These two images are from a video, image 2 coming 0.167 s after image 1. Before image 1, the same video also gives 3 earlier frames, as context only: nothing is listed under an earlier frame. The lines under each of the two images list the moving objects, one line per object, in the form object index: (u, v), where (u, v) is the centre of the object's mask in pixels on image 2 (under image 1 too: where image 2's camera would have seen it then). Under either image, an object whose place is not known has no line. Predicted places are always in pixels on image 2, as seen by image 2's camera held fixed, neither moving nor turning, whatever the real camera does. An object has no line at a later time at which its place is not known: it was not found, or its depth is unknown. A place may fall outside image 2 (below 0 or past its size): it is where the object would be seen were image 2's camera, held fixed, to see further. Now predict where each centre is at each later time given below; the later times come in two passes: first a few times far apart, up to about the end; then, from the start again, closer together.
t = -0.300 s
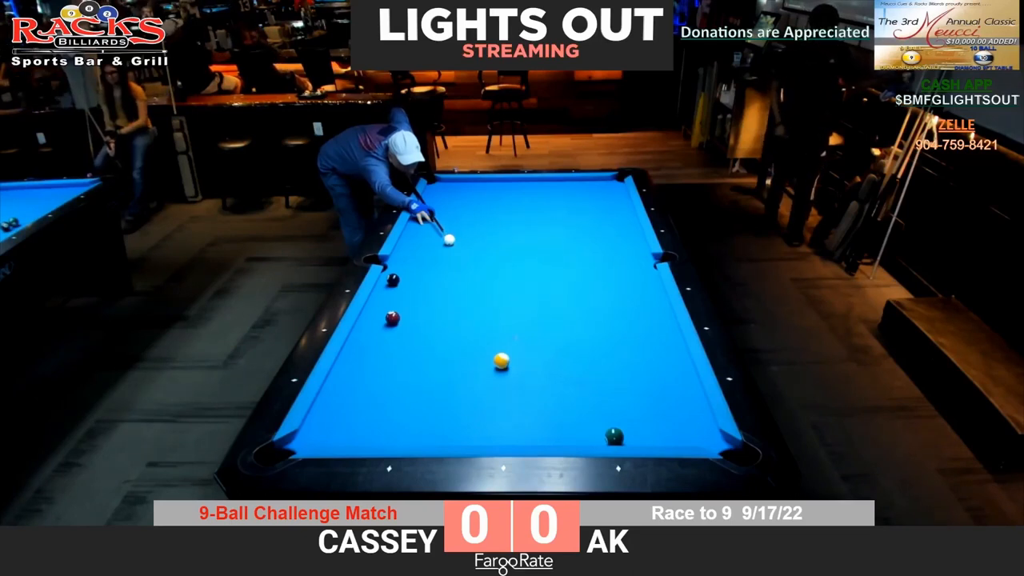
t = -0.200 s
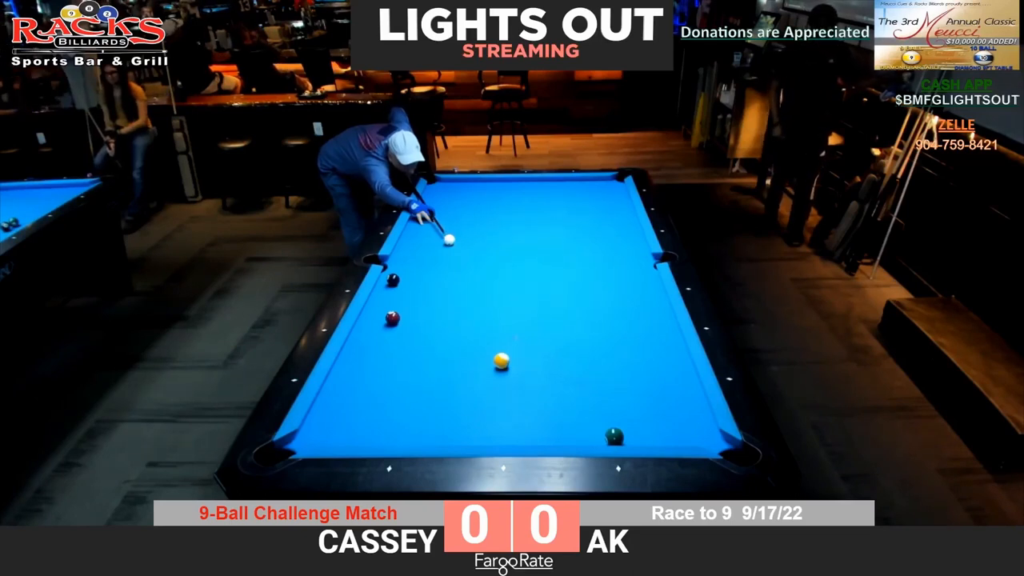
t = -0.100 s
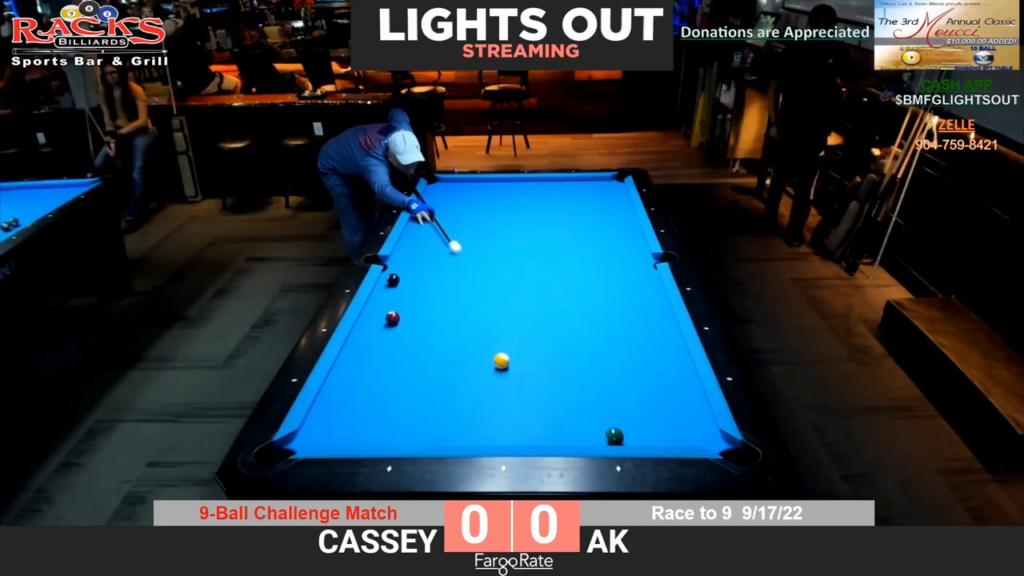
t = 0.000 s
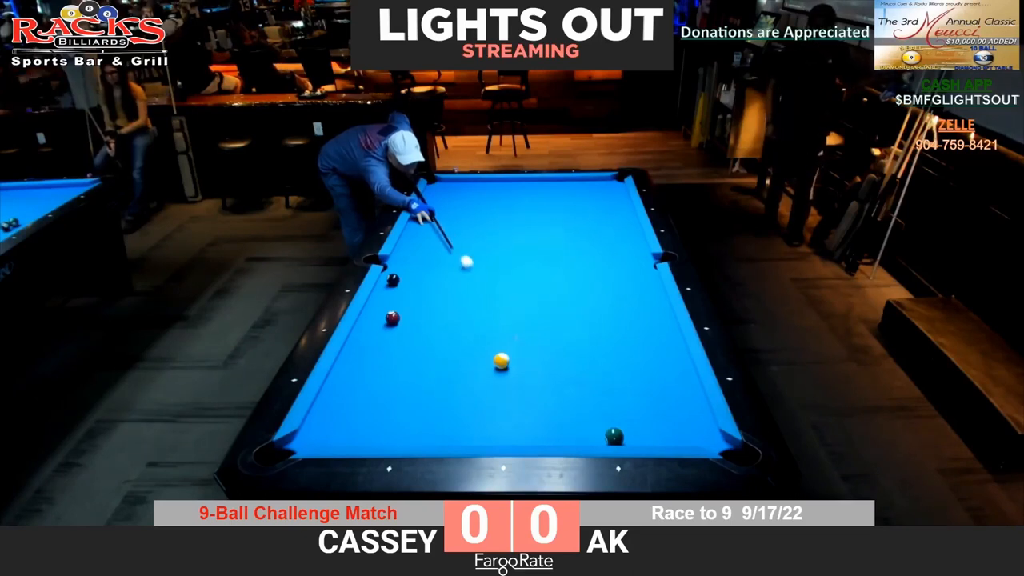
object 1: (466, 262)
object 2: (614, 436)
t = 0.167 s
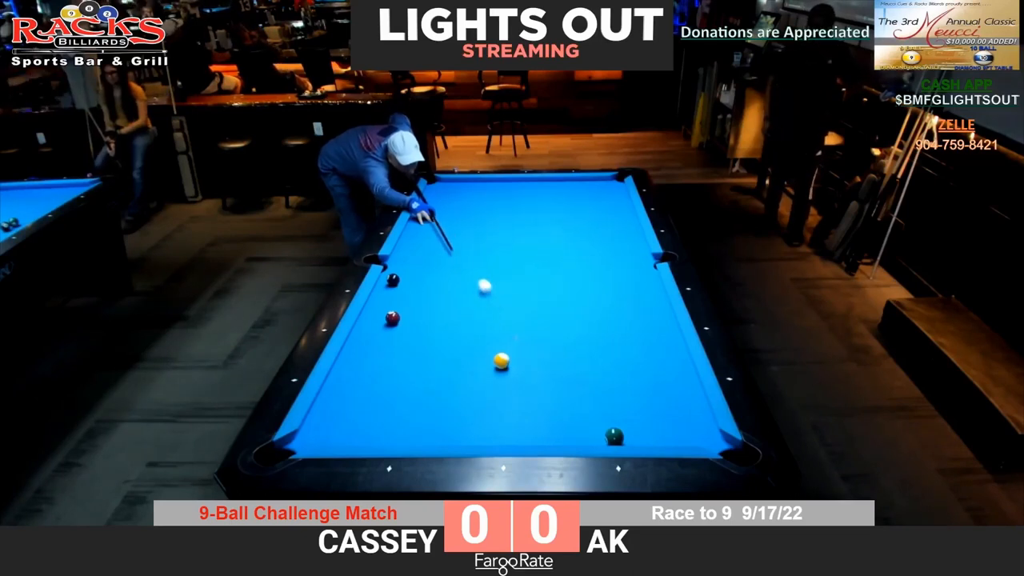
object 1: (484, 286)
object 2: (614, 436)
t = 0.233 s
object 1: (492, 297)
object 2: (614, 436)
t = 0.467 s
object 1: (525, 340)
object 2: (614, 436)
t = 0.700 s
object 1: (567, 397)
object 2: (614, 436)
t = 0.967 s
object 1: (588, 418)
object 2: (640, 438)
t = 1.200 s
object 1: (581, 381)
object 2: (677, 439)
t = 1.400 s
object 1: (576, 355)
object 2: (704, 440)
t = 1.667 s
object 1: (570, 326)
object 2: (721, 445)
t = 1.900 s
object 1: (566, 304)
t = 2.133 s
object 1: (563, 286)
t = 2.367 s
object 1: (560, 270)
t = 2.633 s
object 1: (556, 253)
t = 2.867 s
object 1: (554, 241)
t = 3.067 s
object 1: (552, 232)
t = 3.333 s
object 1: (550, 221)
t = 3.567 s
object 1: (549, 212)
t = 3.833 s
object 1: (548, 203)
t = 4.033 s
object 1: (547, 197)
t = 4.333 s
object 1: (545, 189)
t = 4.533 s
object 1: (544, 185)
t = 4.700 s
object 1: (544, 181)
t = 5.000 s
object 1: (543, 182)
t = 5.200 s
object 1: (542, 185)
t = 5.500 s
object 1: (542, 188)
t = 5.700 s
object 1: (542, 190)
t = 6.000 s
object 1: (541, 193)
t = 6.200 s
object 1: (541, 195)
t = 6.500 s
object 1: (542, 197)
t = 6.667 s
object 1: (542, 198)
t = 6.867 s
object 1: (542, 199)
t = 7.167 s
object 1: (542, 200)
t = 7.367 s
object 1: (541, 201)
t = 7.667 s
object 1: (541, 201)
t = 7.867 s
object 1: (541, 201)
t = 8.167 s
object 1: (541, 201)
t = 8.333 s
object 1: (541, 201)
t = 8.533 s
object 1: (541, 201)
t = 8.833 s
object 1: (541, 201)
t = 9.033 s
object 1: (541, 201)
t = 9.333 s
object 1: (541, 201)
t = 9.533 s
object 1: (541, 201)
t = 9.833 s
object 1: (541, 201)
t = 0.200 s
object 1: (488, 291)
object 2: (614, 436)
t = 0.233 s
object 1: (492, 297)
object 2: (614, 436)
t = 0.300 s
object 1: (501, 308)
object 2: (614, 436)
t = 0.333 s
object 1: (505, 314)
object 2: (614, 436)
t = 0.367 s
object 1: (510, 320)
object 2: (614, 436)
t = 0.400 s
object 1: (515, 327)
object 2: (614, 436)
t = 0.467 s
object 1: (525, 340)
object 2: (614, 436)
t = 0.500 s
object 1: (530, 348)
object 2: (614, 436)
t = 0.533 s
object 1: (536, 355)
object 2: (614, 436)
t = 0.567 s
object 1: (541, 363)
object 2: (614, 436)
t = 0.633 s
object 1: (553, 379)
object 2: (614, 436)
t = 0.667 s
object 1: (560, 388)
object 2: (614, 436)
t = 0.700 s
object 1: (567, 397)
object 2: (614, 436)
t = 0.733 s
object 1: (573, 406)
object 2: (614, 436)
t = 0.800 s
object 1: (588, 426)
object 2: (614, 436)
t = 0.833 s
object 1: (595, 435)
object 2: (616, 436)
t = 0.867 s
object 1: (593, 436)
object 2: (623, 437)
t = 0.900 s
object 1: (591, 430)
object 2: (629, 437)
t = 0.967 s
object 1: (588, 418)
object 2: (640, 438)
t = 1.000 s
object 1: (587, 413)
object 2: (645, 438)
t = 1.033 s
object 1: (586, 407)
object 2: (651, 438)
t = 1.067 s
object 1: (585, 401)
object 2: (657, 439)
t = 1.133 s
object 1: (583, 391)
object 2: (667, 439)
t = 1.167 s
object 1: (582, 386)
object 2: (673, 439)
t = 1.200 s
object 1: (581, 381)
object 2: (677, 439)
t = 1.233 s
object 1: (580, 377)
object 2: (682, 439)
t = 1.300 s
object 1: (579, 368)
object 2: (690, 439)
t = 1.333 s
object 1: (578, 363)
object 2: (695, 439)
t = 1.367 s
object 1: (577, 359)
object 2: (699, 439)
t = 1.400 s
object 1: (576, 355)
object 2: (704, 440)
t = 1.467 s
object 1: (575, 347)
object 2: (712, 441)
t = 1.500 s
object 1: (574, 343)
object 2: (716, 440)
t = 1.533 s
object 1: (573, 340)
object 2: (720, 441)
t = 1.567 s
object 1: (573, 336)
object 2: (720, 442)
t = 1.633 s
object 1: (571, 329)
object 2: (721, 444)
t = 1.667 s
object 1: (570, 326)
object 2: (721, 445)
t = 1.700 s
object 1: (570, 323)
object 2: (721, 446)
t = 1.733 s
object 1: (569, 319)
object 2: (722, 447)
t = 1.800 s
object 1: (568, 313)
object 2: (727, 454)
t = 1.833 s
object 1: (568, 310)
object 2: (730, 459)
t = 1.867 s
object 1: (567, 307)
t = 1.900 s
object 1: (566, 304)
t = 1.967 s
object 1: (565, 299)
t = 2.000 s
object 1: (565, 296)
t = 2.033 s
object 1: (564, 293)
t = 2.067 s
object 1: (564, 291)
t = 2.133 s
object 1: (563, 286)
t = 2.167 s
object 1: (562, 283)
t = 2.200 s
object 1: (562, 281)
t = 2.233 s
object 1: (562, 278)
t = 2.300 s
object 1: (561, 274)
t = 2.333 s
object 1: (560, 272)
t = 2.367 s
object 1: (560, 270)
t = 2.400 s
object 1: (559, 267)
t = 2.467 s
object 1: (559, 263)
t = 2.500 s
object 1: (558, 261)
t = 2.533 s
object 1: (558, 259)
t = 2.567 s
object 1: (557, 257)
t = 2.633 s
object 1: (556, 253)
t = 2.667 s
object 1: (556, 252)
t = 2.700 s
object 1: (556, 250)
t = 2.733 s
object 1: (556, 248)
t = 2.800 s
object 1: (555, 244)
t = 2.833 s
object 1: (554, 243)
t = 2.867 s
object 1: (554, 241)
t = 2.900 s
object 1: (554, 240)
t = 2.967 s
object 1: (553, 237)
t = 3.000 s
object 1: (553, 235)
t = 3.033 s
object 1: (552, 233)
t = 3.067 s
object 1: (552, 232)
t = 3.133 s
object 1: (552, 229)
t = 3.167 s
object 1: (551, 228)
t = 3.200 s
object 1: (551, 226)
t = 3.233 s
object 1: (551, 225)
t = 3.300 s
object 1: (550, 222)
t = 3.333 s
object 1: (550, 221)
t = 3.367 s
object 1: (550, 219)
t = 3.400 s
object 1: (550, 218)
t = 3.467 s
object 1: (550, 216)
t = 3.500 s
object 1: (549, 215)
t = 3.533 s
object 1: (549, 213)
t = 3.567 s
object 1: (549, 212)
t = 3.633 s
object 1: (549, 210)
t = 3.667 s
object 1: (549, 209)
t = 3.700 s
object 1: (548, 207)
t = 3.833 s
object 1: (548, 203)
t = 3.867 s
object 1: (548, 202)
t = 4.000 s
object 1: (547, 198)
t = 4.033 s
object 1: (547, 197)
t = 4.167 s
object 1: (546, 194)
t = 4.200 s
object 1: (546, 193)
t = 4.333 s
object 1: (545, 189)
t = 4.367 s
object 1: (545, 189)
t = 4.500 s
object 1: (545, 186)
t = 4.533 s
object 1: (544, 185)
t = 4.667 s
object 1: (544, 182)
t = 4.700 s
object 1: (544, 181)
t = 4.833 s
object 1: (543, 180)
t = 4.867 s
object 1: (543, 180)
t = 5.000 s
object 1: (543, 182)
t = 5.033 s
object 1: (543, 183)
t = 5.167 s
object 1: (542, 184)
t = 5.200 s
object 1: (542, 185)
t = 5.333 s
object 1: (542, 186)
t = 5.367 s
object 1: (542, 187)
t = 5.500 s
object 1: (542, 188)
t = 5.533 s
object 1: (542, 189)
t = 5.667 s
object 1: (542, 190)
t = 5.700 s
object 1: (542, 190)
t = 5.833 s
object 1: (542, 192)
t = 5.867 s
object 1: (542, 192)
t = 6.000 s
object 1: (541, 193)
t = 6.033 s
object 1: (542, 194)
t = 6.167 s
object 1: (541, 195)
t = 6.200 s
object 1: (541, 195)
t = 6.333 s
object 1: (542, 196)
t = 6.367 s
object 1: (542, 196)
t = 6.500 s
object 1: (542, 197)
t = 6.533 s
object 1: (542, 198)
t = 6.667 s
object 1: (542, 198)
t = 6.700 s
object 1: (542, 198)
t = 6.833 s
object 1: (542, 199)
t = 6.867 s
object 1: (542, 199)
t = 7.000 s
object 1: (542, 200)
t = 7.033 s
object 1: (542, 200)
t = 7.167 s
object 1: (542, 200)
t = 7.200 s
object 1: (542, 200)
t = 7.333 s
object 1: (541, 201)
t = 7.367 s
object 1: (541, 201)
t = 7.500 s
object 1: (541, 201)
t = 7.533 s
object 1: (541, 201)
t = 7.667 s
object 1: (541, 201)
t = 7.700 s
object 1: (541, 201)
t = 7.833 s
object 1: (541, 201)
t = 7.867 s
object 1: (541, 201)
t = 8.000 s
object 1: (541, 201)
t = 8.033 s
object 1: (541, 201)
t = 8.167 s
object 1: (541, 201)
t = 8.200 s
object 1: (541, 201)
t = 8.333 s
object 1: (541, 201)
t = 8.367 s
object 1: (541, 201)
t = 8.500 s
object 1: (541, 201)
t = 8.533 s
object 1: (541, 201)
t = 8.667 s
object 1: (541, 201)
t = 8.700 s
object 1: (541, 201)
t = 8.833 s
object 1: (541, 201)
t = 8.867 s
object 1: (541, 201)
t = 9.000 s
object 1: (541, 201)
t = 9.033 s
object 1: (541, 201)
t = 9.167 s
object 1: (541, 201)
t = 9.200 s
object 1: (541, 201)
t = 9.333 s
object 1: (541, 201)
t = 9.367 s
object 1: (541, 201)
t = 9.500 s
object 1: (541, 201)
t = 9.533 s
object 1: (541, 201)
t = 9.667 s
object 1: (541, 201)
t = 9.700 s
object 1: (541, 201)
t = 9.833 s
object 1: (541, 201)
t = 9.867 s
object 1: (541, 201)
